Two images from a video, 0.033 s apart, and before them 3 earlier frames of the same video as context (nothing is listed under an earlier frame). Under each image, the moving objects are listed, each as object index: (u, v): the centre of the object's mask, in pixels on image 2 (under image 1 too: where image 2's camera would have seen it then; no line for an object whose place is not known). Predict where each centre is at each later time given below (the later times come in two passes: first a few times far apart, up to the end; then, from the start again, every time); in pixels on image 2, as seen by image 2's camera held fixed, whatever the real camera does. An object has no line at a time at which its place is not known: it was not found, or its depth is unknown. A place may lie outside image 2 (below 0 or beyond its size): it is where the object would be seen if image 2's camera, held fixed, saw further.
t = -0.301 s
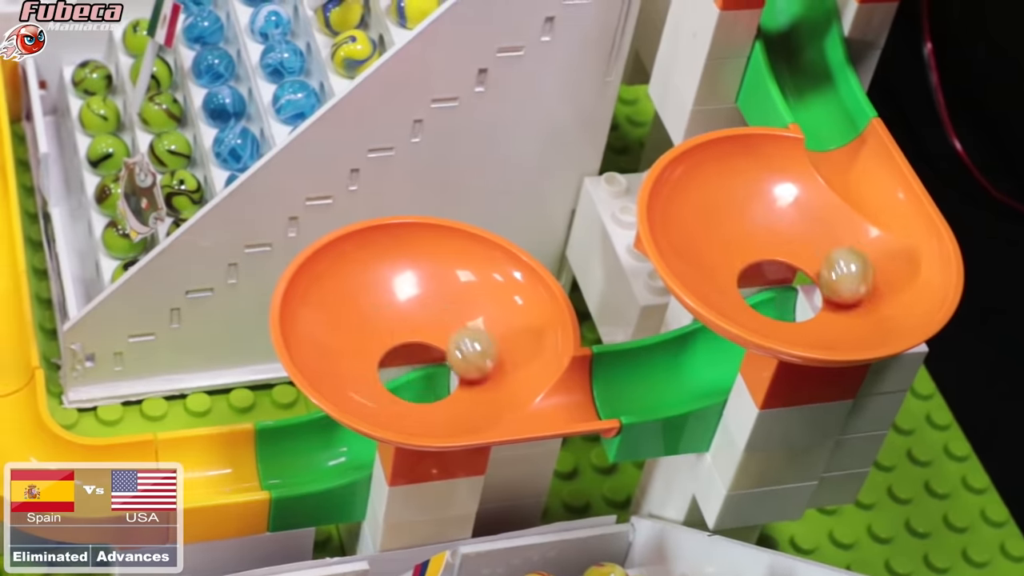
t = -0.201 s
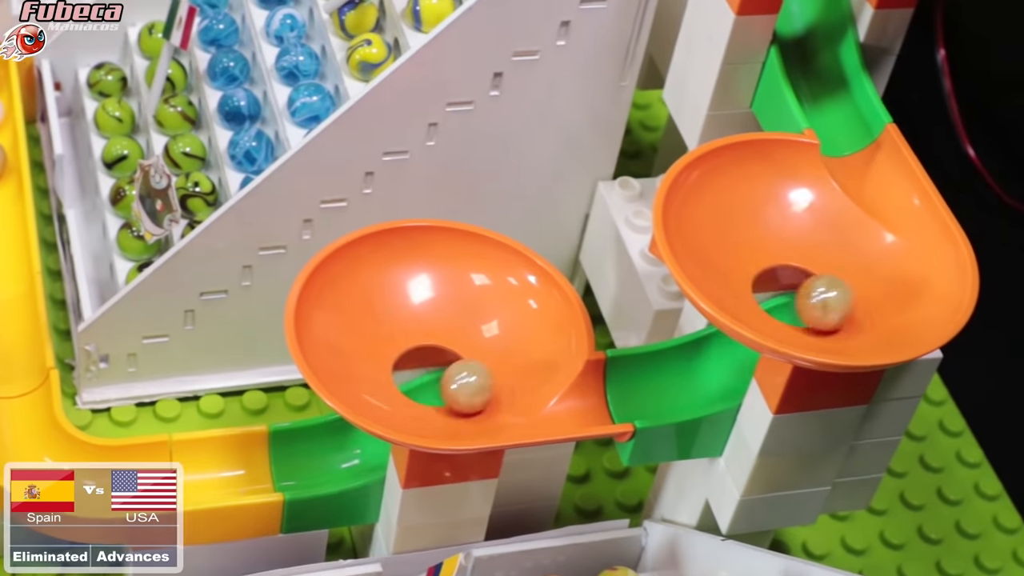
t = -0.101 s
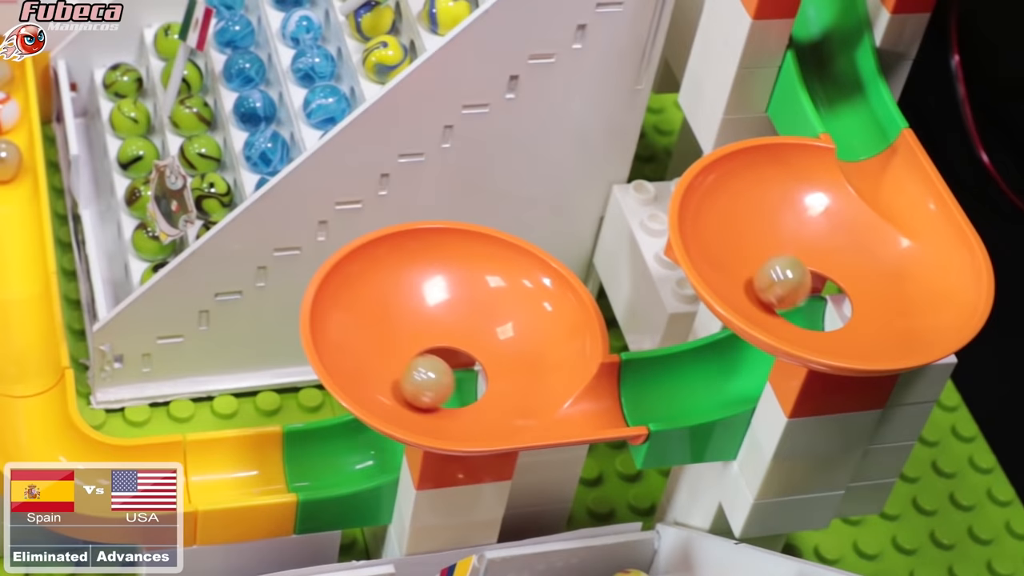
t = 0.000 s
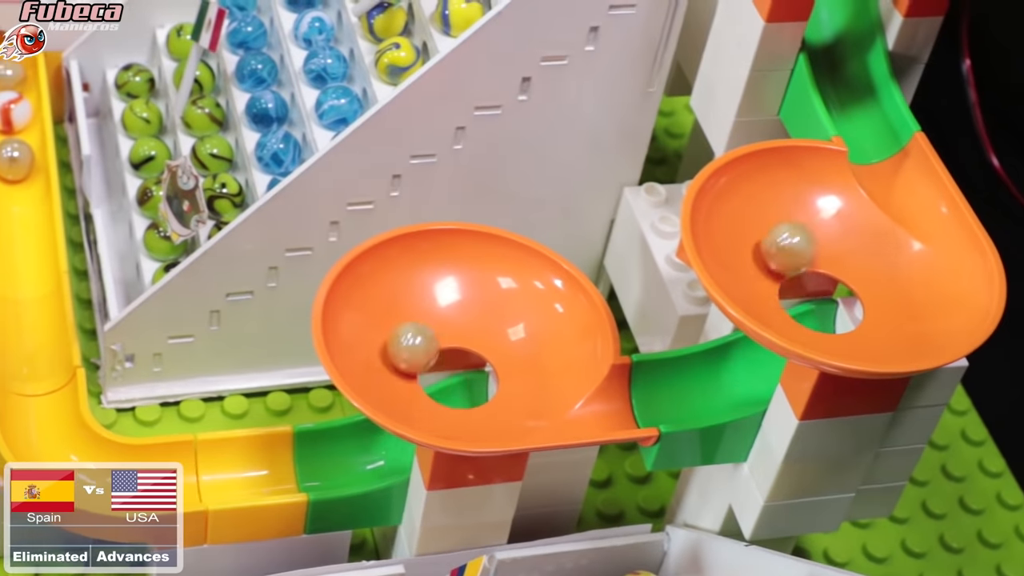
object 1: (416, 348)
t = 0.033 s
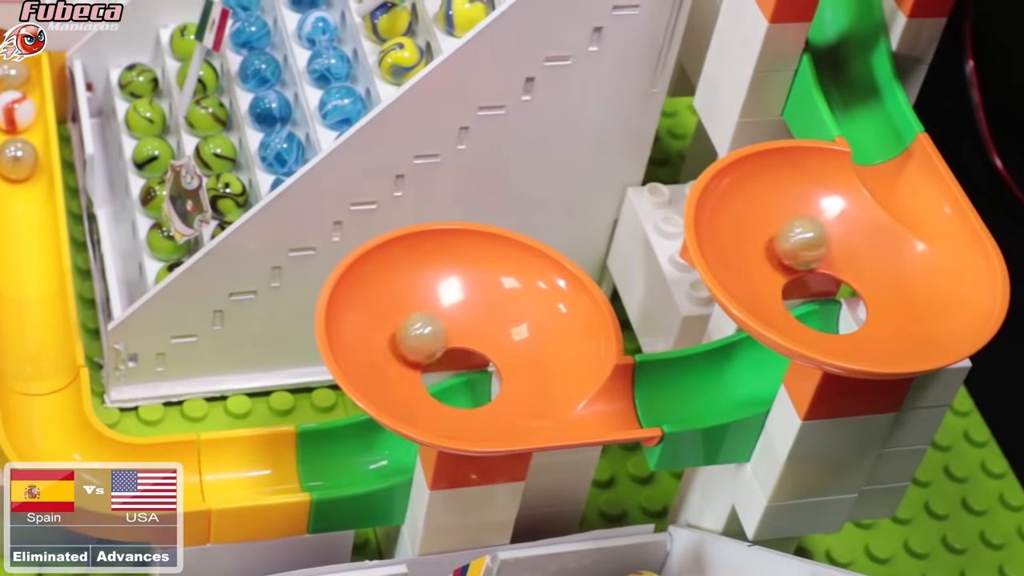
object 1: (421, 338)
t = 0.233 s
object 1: (506, 360)
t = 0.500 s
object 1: (424, 368)
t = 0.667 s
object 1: (461, 328)
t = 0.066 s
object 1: (432, 332)
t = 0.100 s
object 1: (449, 329)
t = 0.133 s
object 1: (466, 332)
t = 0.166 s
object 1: (484, 338)
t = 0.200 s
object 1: (498, 348)
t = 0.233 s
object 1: (506, 360)
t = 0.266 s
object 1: (509, 373)
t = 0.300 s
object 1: (504, 383)
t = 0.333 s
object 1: (494, 391)
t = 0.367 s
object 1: (479, 395)
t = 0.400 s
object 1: (463, 394)
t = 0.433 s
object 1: (447, 389)
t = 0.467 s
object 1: (434, 380)
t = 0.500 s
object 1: (424, 368)
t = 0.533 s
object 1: (422, 355)
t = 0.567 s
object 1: (425, 344)
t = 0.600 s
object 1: (433, 334)
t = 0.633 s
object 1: (445, 328)
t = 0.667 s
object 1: (461, 328)
